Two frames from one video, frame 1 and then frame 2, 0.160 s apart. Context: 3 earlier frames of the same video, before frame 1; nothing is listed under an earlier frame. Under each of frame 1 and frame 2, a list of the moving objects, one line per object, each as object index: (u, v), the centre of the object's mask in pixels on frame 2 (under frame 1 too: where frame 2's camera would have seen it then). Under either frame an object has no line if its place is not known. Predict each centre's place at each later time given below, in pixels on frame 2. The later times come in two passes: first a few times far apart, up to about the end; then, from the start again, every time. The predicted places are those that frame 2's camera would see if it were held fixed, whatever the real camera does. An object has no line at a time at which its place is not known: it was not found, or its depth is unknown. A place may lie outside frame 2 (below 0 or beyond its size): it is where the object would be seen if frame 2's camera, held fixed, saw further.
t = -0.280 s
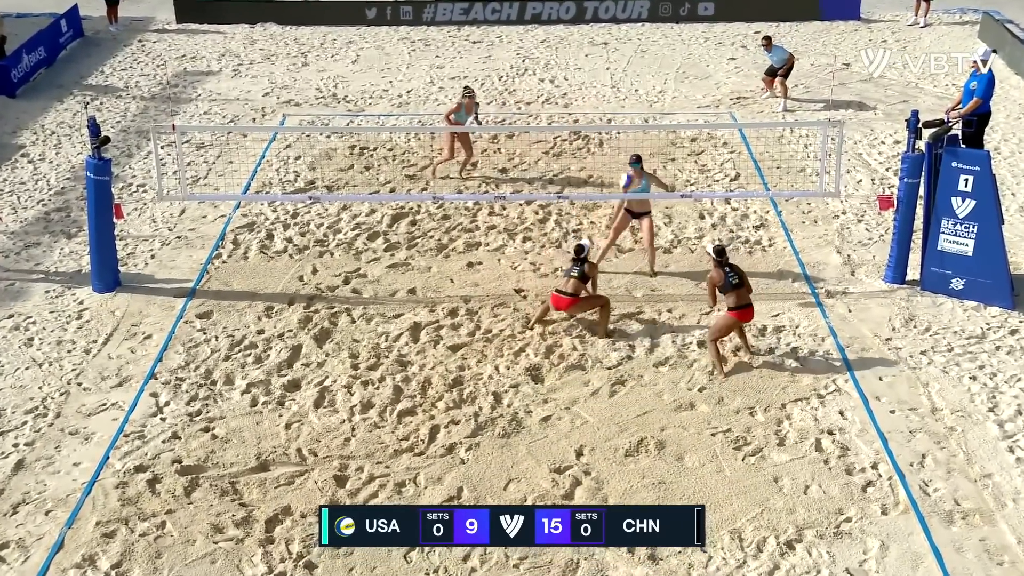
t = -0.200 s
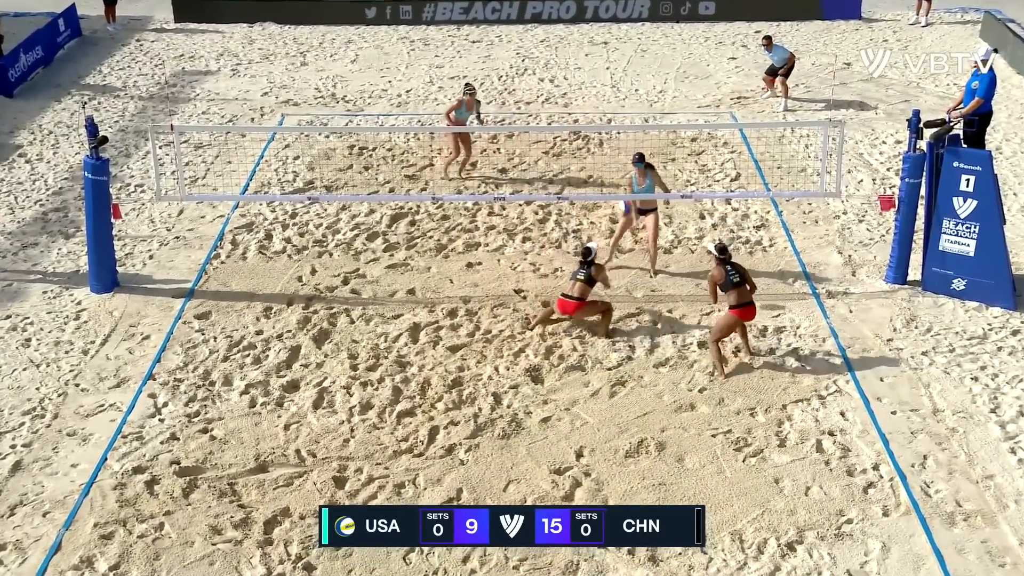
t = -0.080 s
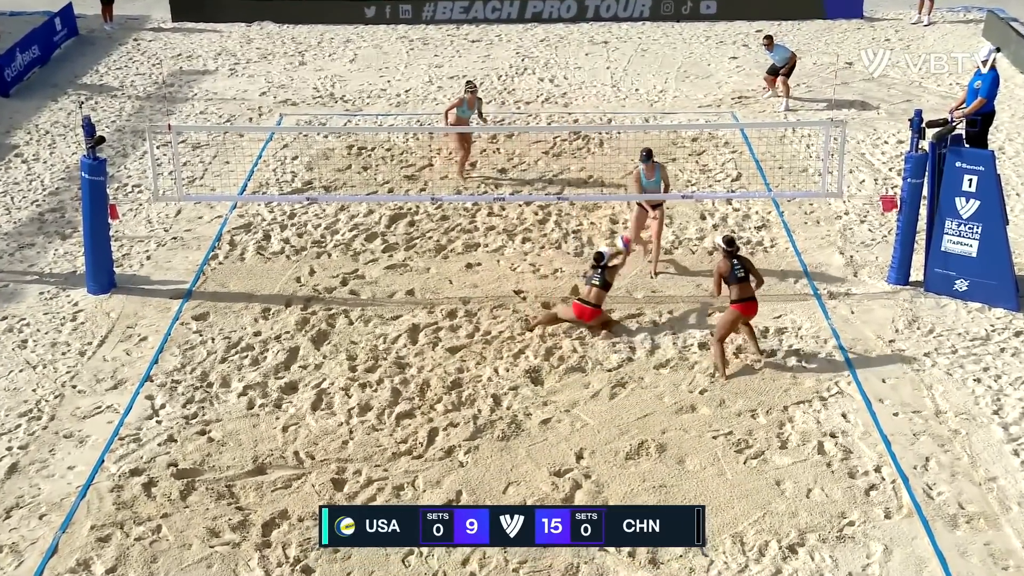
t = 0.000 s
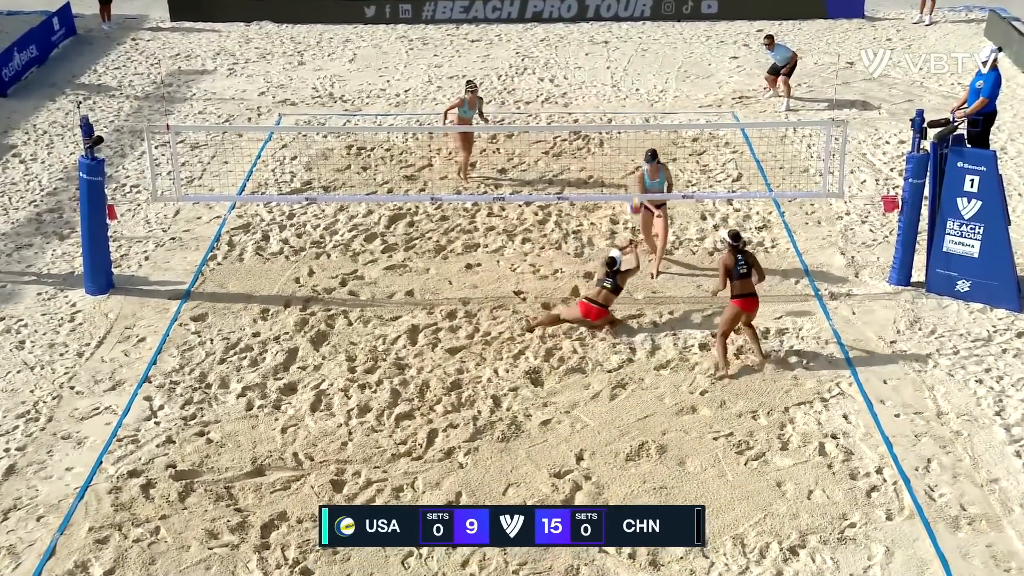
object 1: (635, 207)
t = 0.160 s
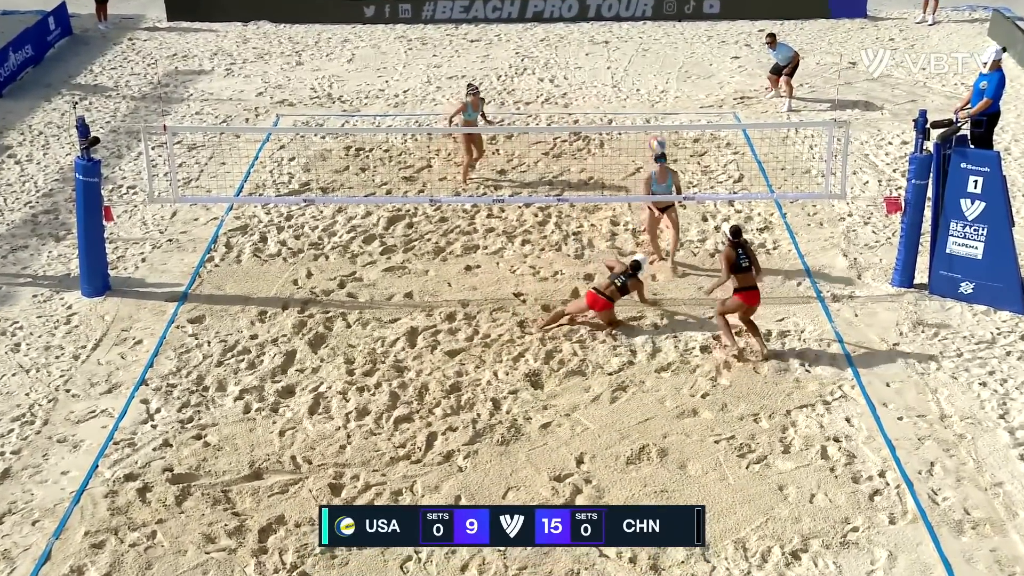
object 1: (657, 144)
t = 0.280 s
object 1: (673, 106)
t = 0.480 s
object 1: (701, 68)
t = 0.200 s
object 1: (663, 129)
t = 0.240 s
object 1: (668, 117)
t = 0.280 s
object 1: (673, 106)
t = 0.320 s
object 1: (679, 96)
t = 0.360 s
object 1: (685, 87)
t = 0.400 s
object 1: (690, 79)
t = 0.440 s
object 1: (696, 73)
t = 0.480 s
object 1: (701, 68)
